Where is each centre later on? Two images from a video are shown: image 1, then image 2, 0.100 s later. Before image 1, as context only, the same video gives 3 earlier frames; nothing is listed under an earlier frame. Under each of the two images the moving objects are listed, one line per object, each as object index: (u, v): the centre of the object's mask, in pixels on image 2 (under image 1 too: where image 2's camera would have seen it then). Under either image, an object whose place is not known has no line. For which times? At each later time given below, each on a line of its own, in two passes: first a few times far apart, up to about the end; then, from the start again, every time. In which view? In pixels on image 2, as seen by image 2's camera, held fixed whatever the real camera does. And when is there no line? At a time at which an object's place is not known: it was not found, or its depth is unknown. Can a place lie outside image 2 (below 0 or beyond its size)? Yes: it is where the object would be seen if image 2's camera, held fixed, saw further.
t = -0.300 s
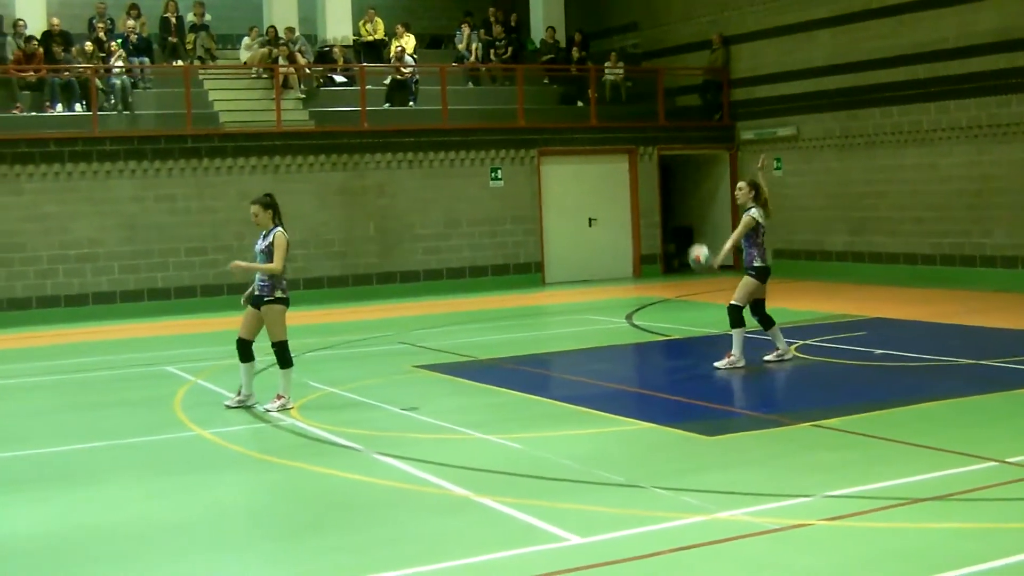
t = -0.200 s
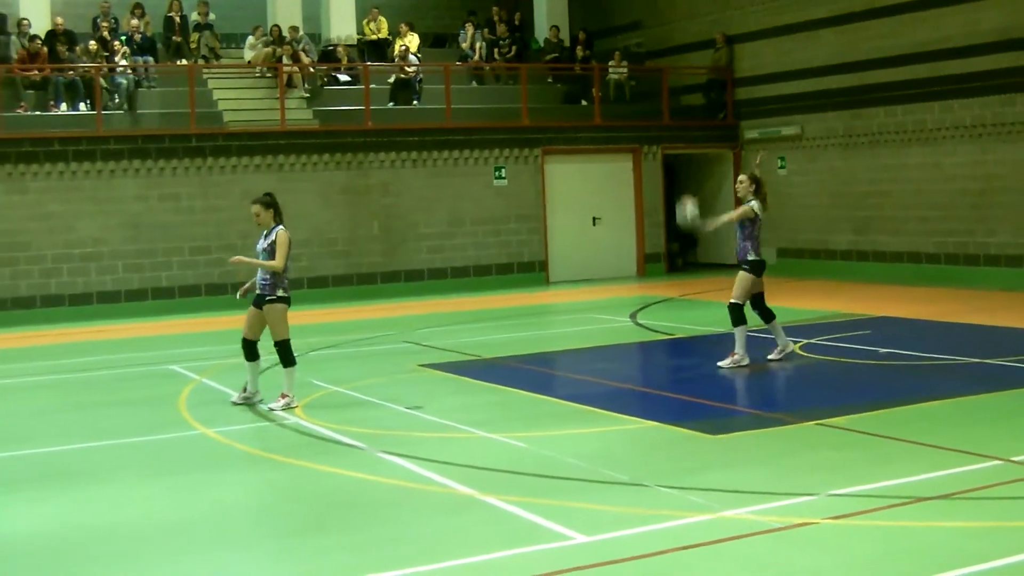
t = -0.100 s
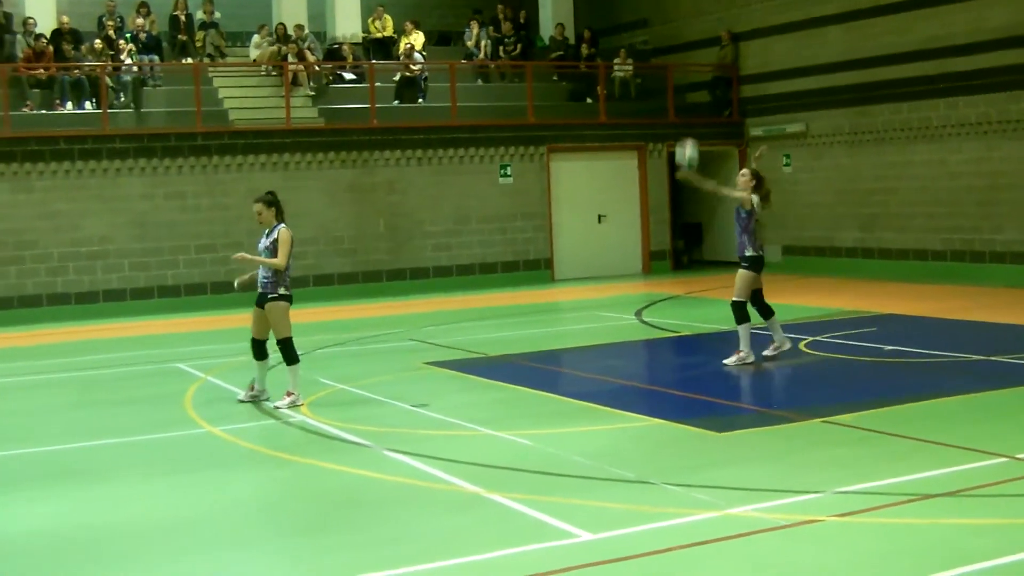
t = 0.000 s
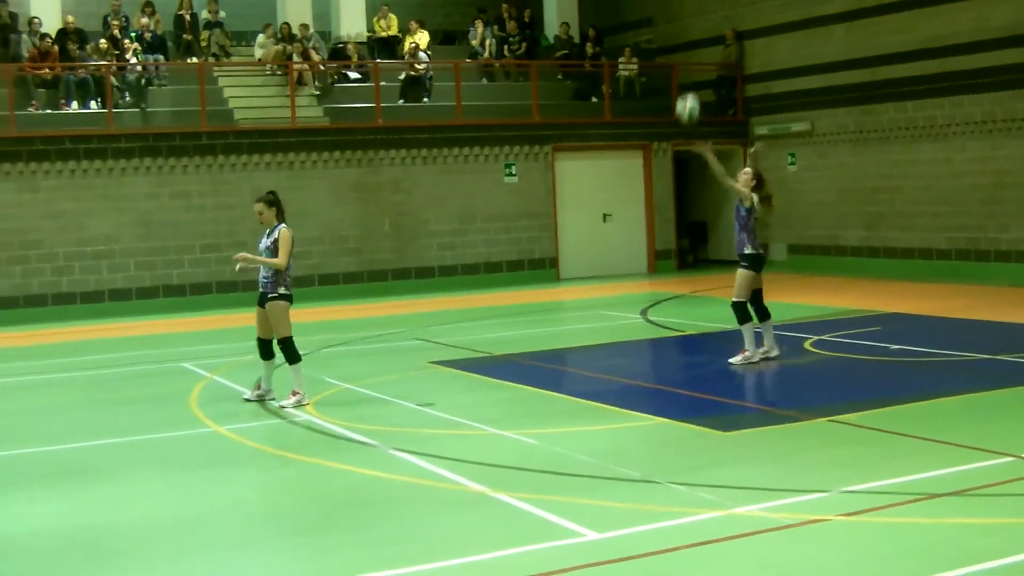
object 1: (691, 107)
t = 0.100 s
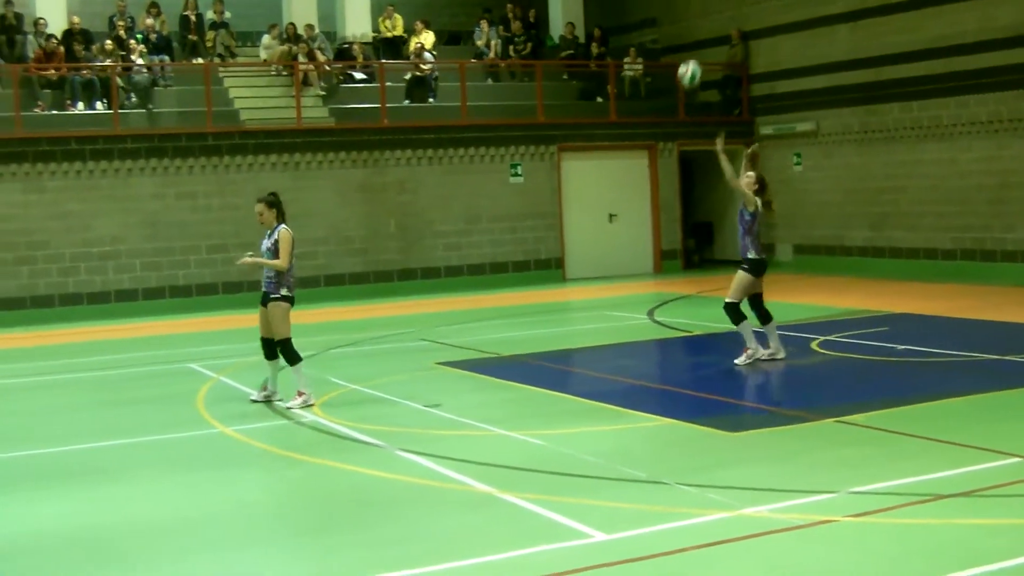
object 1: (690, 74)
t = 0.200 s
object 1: (688, 51)
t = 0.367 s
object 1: (687, 39)
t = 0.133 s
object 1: (689, 66)
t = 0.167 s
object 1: (688, 59)
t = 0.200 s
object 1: (688, 51)
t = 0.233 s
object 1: (687, 47)
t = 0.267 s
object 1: (687, 43)
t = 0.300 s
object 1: (687, 41)
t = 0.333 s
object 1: (687, 39)
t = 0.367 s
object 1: (687, 39)
